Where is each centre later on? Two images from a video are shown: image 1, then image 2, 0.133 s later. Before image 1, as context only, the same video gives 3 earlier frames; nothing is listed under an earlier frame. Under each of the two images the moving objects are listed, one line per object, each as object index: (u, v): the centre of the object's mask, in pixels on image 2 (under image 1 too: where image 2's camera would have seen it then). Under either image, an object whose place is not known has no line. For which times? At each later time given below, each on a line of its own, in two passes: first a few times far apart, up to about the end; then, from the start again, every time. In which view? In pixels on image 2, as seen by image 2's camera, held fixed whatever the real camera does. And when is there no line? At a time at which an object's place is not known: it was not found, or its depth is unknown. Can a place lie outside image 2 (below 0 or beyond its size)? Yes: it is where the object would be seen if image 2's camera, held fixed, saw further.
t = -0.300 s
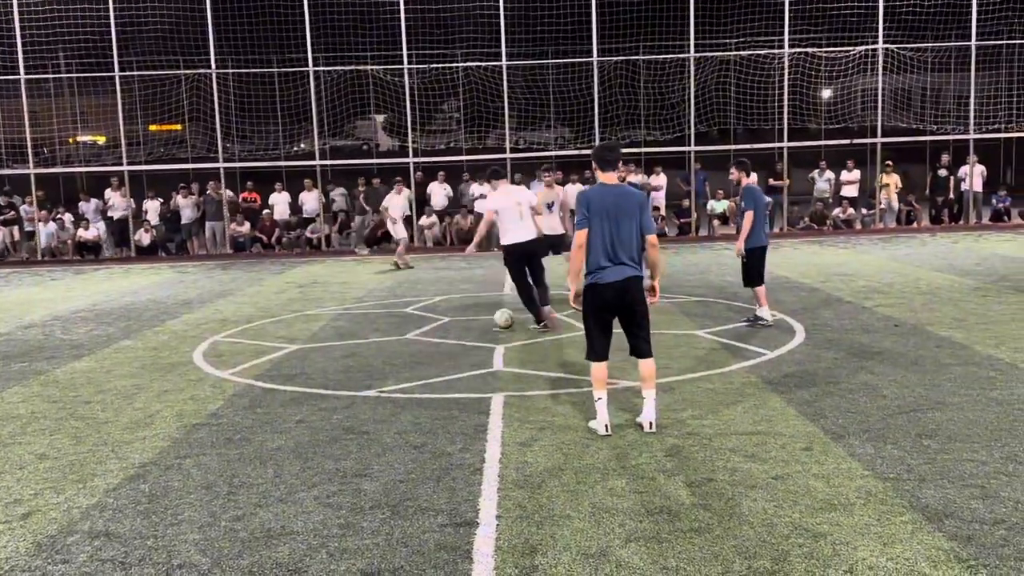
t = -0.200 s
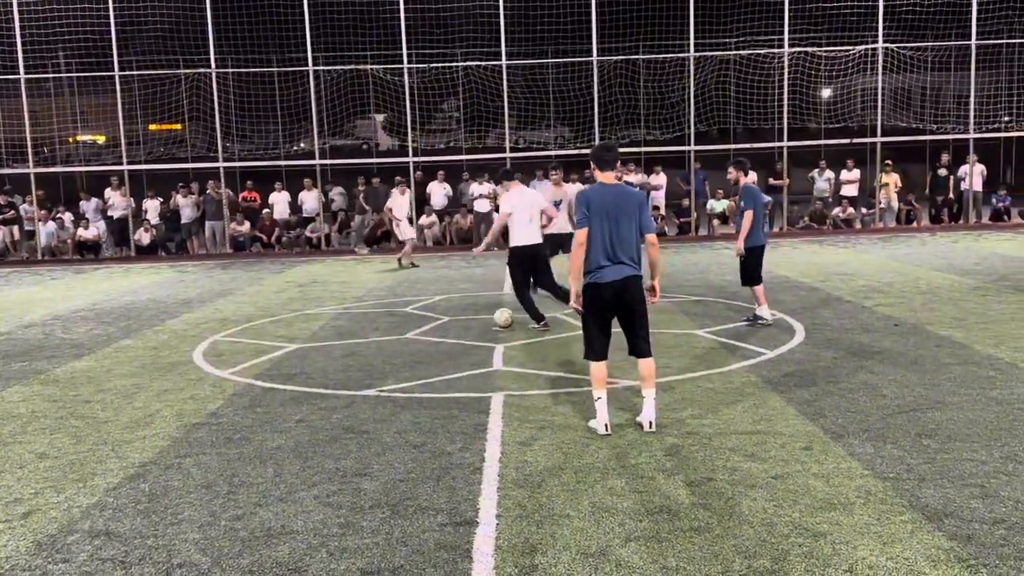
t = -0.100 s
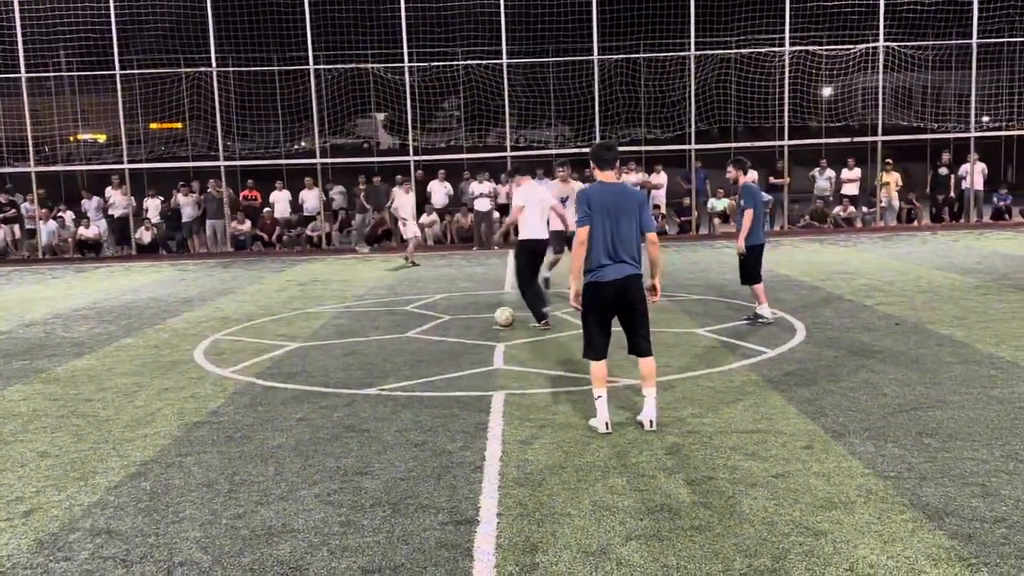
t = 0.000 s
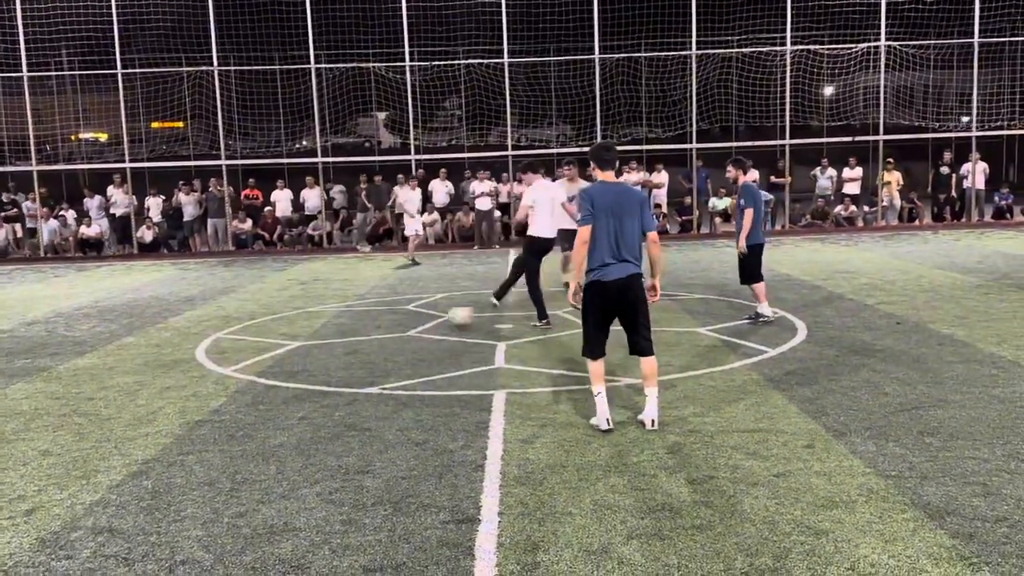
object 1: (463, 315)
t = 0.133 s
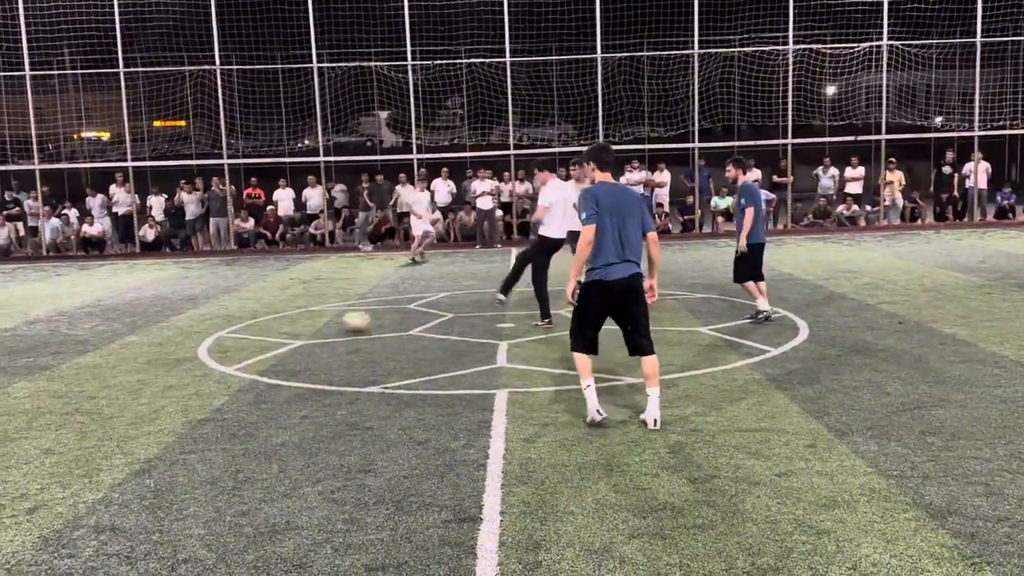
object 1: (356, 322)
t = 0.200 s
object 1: (308, 324)
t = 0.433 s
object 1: (151, 330)
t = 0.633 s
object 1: (30, 337)
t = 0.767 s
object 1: (-45, 349)
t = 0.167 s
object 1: (334, 322)
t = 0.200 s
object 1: (308, 324)
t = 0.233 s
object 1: (280, 328)
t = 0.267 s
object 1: (261, 329)
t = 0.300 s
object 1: (238, 325)
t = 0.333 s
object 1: (214, 324)
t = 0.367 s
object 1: (195, 323)
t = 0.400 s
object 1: (171, 327)
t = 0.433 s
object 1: (151, 330)
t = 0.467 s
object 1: (130, 334)
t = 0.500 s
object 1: (109, 339)
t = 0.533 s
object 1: (87, 341)
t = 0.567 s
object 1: (70, 338)
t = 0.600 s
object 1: (49, 337)
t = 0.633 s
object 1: (30, 337)
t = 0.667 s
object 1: (10, 340)
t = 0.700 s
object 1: (-9, 344)
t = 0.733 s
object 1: (-28, 348)
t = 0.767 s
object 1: (-45, 349)
